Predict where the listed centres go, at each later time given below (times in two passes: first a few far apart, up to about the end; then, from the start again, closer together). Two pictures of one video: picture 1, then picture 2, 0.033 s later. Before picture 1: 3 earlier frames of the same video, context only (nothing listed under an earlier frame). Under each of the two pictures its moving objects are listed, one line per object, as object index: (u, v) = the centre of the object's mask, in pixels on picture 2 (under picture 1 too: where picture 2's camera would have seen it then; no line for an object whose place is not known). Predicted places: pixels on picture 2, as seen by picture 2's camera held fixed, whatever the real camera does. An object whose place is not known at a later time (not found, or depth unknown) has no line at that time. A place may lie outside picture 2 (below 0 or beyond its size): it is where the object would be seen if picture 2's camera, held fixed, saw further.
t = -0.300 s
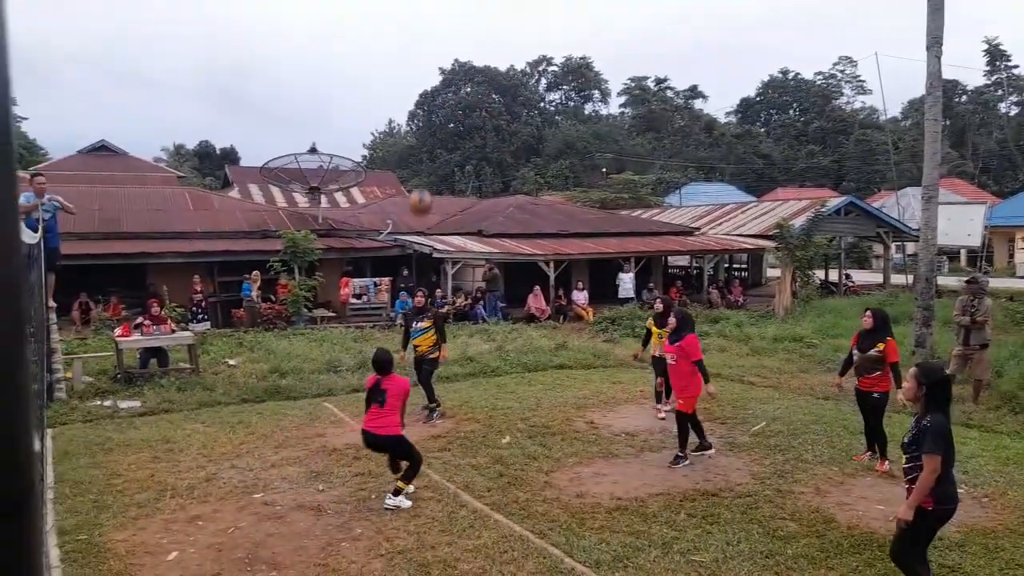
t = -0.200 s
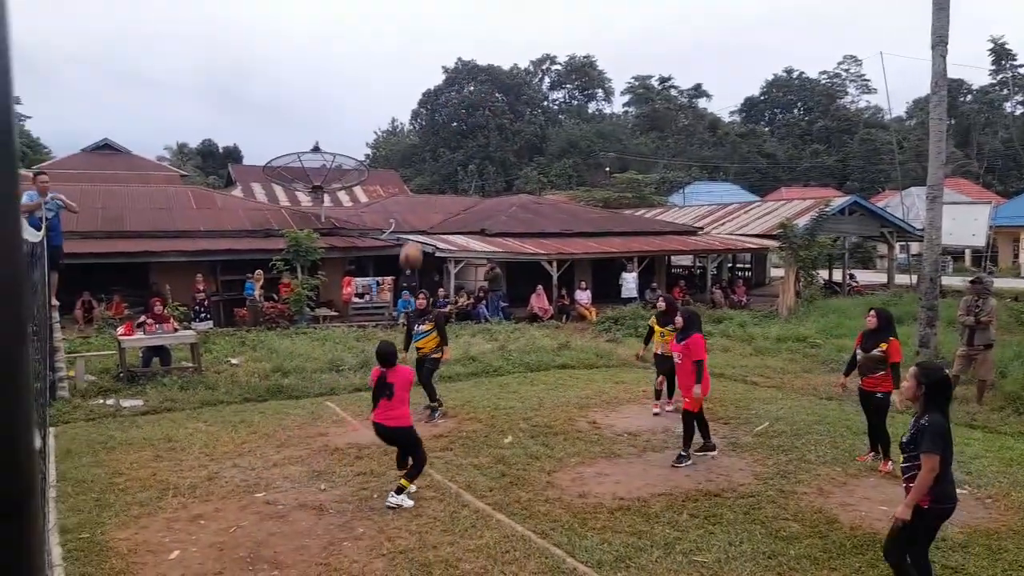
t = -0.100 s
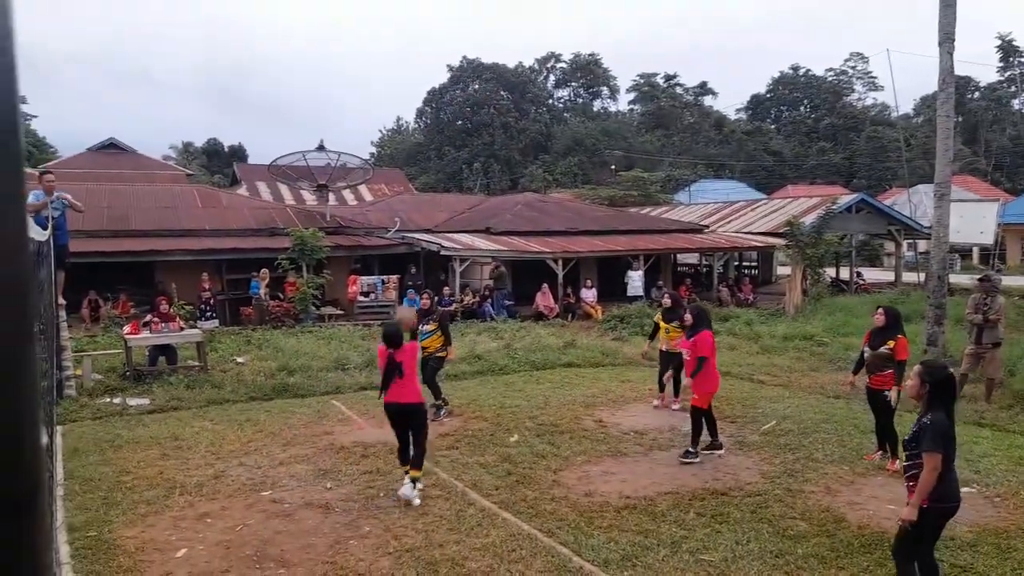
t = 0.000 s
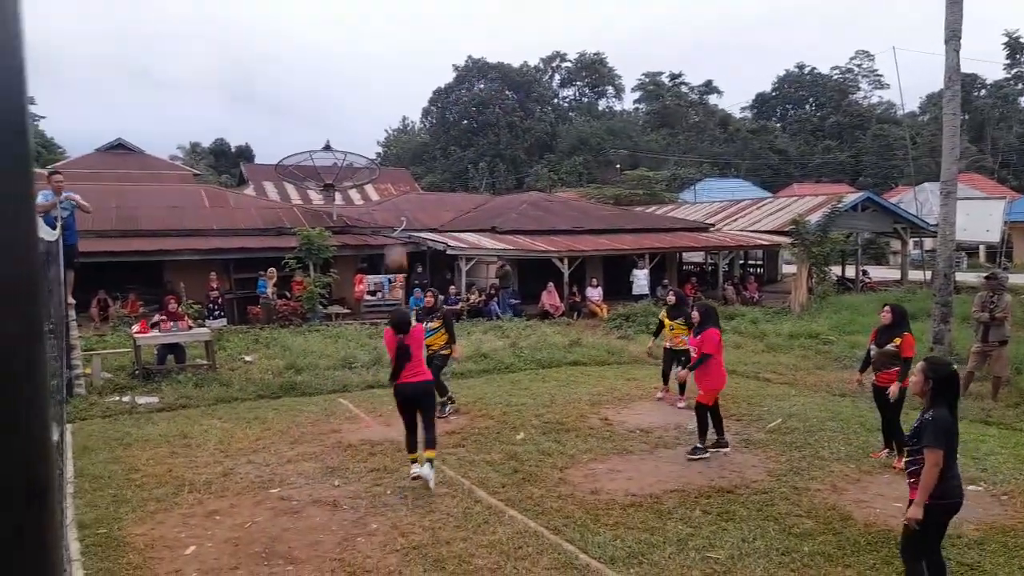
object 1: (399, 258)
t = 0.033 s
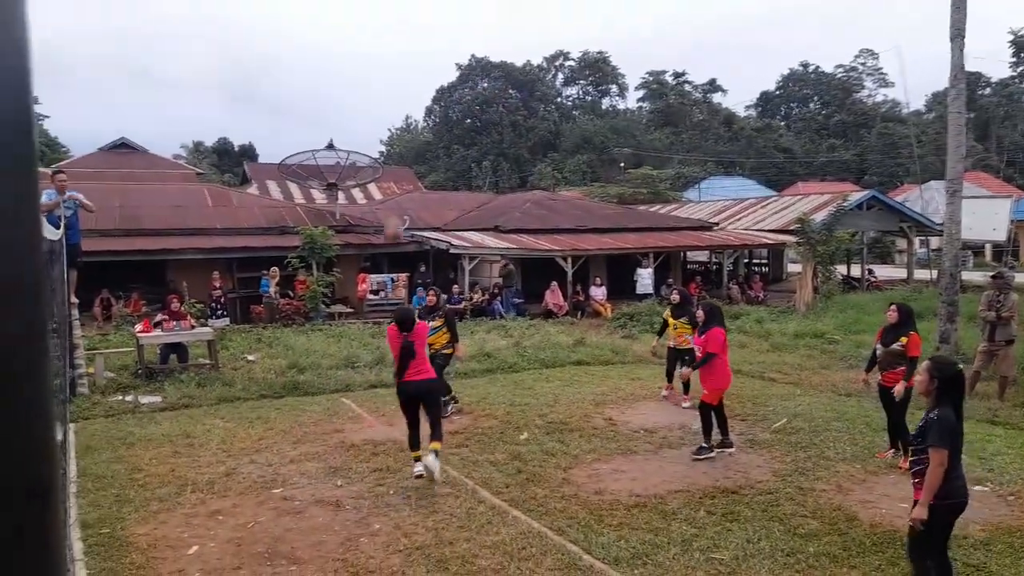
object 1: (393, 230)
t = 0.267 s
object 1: (356, 88)
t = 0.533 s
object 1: (317, 1)
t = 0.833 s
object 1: (285, 0)
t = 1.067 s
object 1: (266, 60)
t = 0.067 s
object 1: (387, 206)
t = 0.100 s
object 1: (382, 185)
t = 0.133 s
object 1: (376, 164)
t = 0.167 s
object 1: (371, 141)
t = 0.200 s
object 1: (365, 122)
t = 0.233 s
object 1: (360, 104)
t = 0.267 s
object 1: (356, 88)
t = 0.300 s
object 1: (351, 72)
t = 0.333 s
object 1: (346, 58)
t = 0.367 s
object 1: (341, 45)
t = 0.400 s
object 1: (336, 34)
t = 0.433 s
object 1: (331, 24)
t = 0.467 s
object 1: (326, 15)
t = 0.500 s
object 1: (322, 7)
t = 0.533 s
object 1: (317, 1)
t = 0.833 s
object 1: (285, 0)
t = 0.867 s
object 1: (282, 6)
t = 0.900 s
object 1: (279, 13)
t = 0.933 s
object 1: (277, 20)
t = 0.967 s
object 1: (274, 28)
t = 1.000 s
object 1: (271, 38)
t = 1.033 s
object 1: (268, 49)
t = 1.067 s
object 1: (266, 60)
